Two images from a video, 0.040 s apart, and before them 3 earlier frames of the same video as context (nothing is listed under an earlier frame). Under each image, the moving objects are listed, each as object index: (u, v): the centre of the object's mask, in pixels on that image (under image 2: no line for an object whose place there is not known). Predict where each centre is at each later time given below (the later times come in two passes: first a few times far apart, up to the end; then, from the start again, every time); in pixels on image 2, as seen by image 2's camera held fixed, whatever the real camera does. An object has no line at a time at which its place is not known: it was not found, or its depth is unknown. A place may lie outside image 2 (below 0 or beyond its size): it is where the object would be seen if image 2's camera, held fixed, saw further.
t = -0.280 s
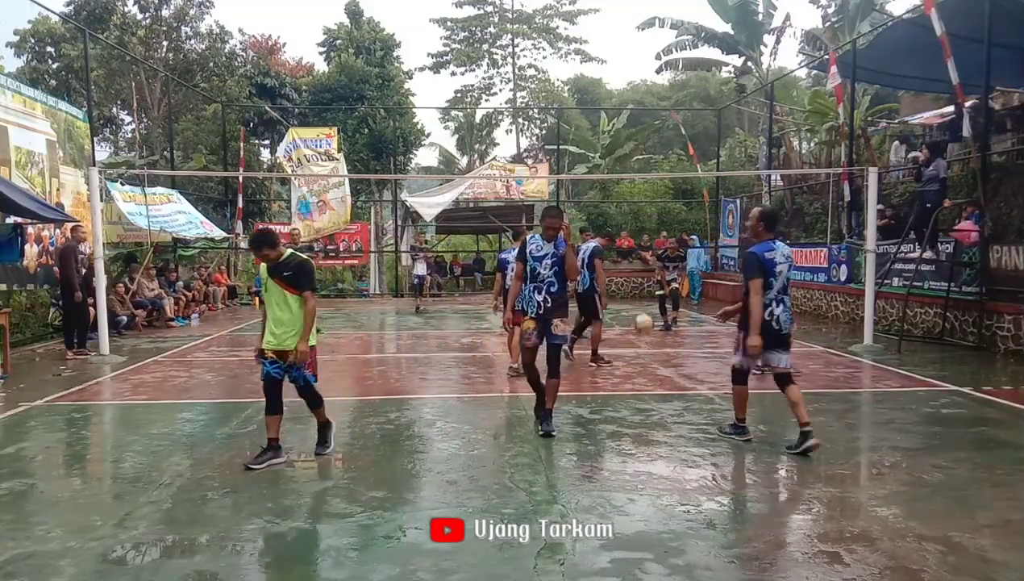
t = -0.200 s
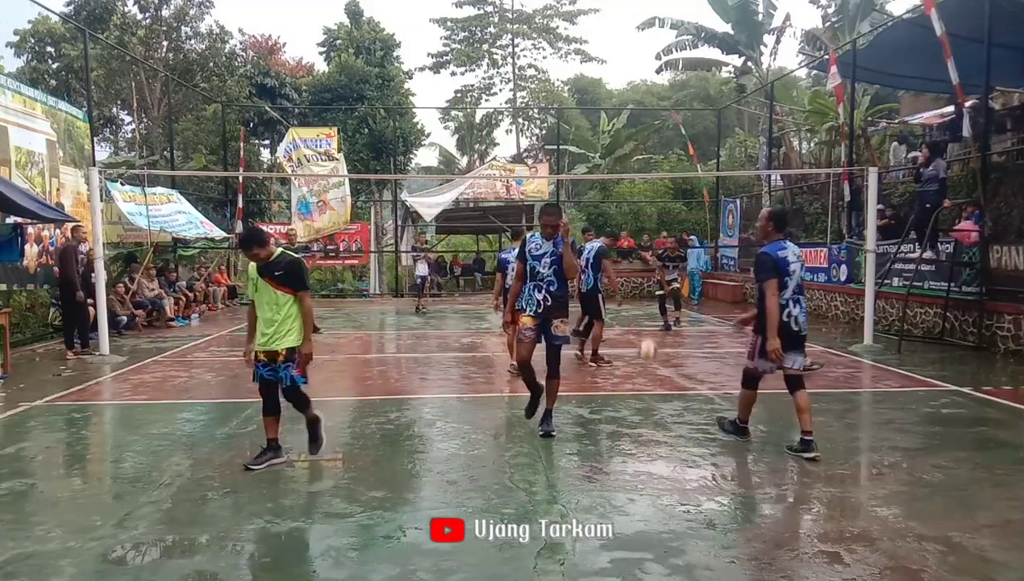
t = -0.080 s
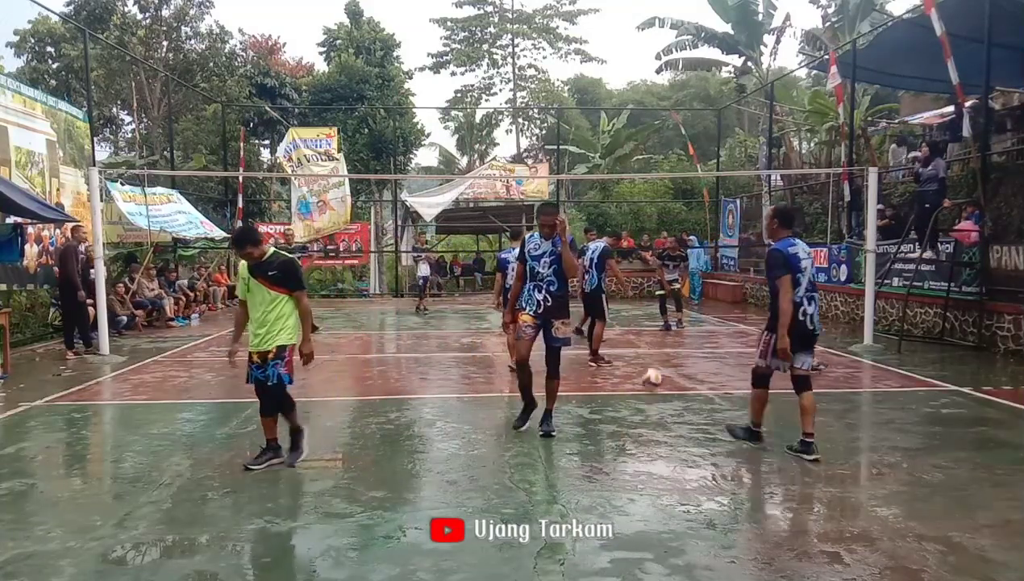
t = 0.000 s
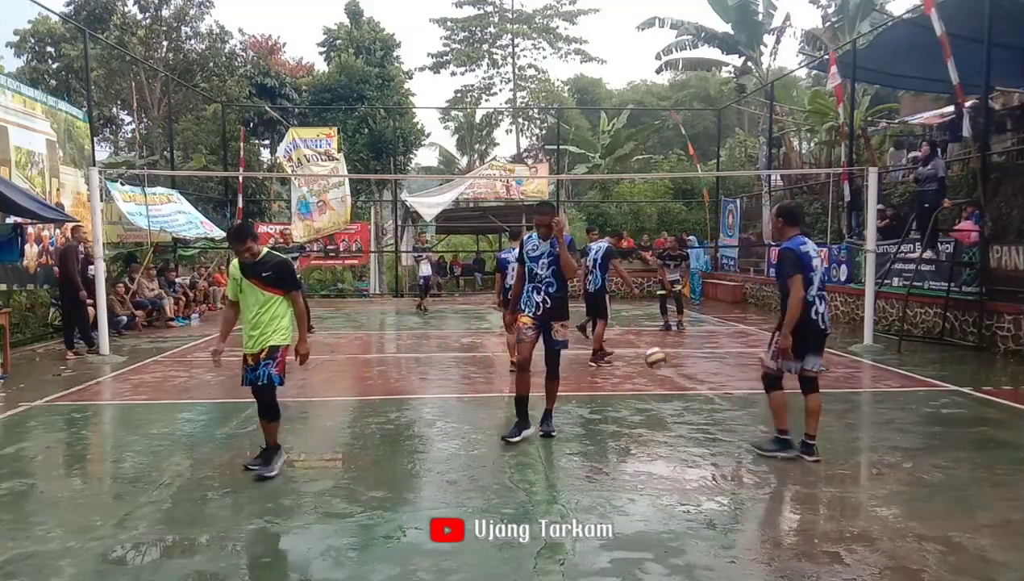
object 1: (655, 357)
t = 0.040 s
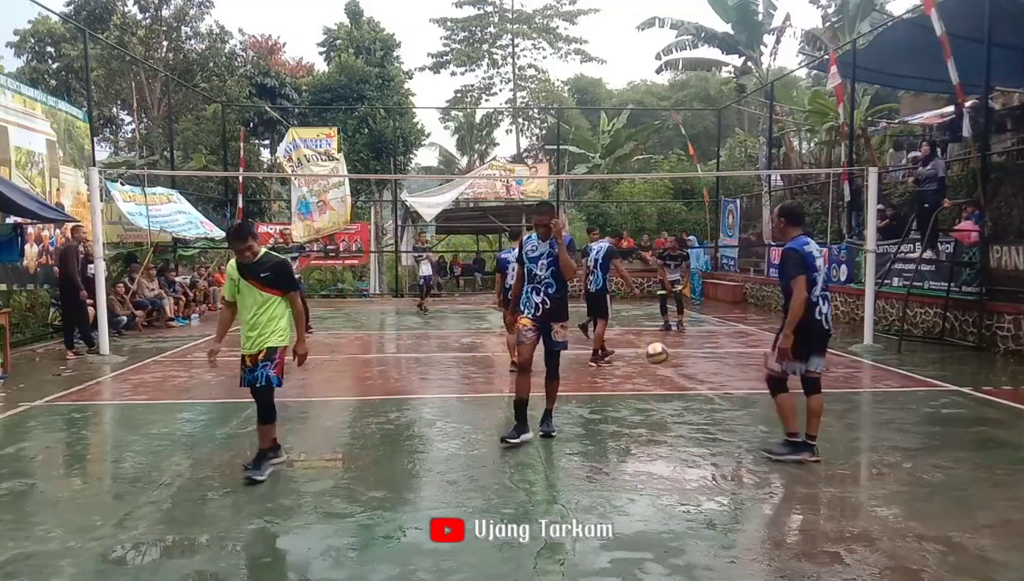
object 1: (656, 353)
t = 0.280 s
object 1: (666, 349)
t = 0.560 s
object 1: (680, 399)
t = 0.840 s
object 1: (697, 392)
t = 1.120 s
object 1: (718, 421)
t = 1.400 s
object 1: (741, 463)
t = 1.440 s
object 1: (746, 467)
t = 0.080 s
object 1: (658, 349)
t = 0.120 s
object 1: (659, 347)
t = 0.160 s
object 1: (661, 345)
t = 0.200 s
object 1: (664, 345)
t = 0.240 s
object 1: (665, 346)
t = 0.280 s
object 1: (666, 349)
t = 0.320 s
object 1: (668, 353)
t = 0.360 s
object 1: (670, 360)
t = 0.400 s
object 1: (672, 375)
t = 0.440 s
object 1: (674, 385)
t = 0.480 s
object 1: (677, 396)
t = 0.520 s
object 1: (679, 406)
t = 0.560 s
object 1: (680, 399)
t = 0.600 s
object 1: (682, 393)
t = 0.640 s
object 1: (685, 384)
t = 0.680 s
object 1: (687, 382)
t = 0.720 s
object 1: (690, 382)
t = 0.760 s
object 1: (692, 382)
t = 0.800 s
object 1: (694, 384)
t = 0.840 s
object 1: (697, 392)
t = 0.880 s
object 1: (700, 399)
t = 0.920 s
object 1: (703, 407)
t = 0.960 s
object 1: (705, 417)
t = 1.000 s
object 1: (707, 428)
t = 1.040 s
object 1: (712, 429)
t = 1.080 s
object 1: (715, 425)
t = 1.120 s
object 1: (718, 421)
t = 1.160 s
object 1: (721, 422)
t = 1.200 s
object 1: (723, 422)
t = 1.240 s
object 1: (726, 424)
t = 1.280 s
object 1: (732, 433)
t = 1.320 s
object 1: (736, 442)
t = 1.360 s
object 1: (740, 452)
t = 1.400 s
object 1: (741, 463)
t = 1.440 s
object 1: (746, 467)
